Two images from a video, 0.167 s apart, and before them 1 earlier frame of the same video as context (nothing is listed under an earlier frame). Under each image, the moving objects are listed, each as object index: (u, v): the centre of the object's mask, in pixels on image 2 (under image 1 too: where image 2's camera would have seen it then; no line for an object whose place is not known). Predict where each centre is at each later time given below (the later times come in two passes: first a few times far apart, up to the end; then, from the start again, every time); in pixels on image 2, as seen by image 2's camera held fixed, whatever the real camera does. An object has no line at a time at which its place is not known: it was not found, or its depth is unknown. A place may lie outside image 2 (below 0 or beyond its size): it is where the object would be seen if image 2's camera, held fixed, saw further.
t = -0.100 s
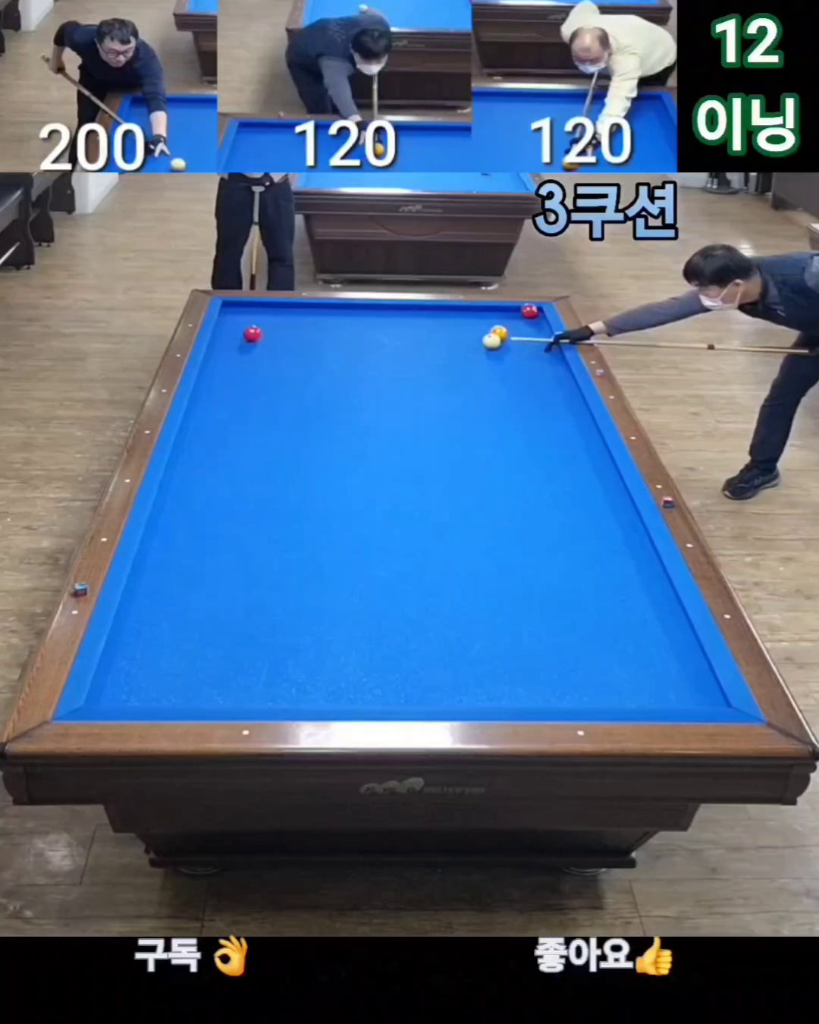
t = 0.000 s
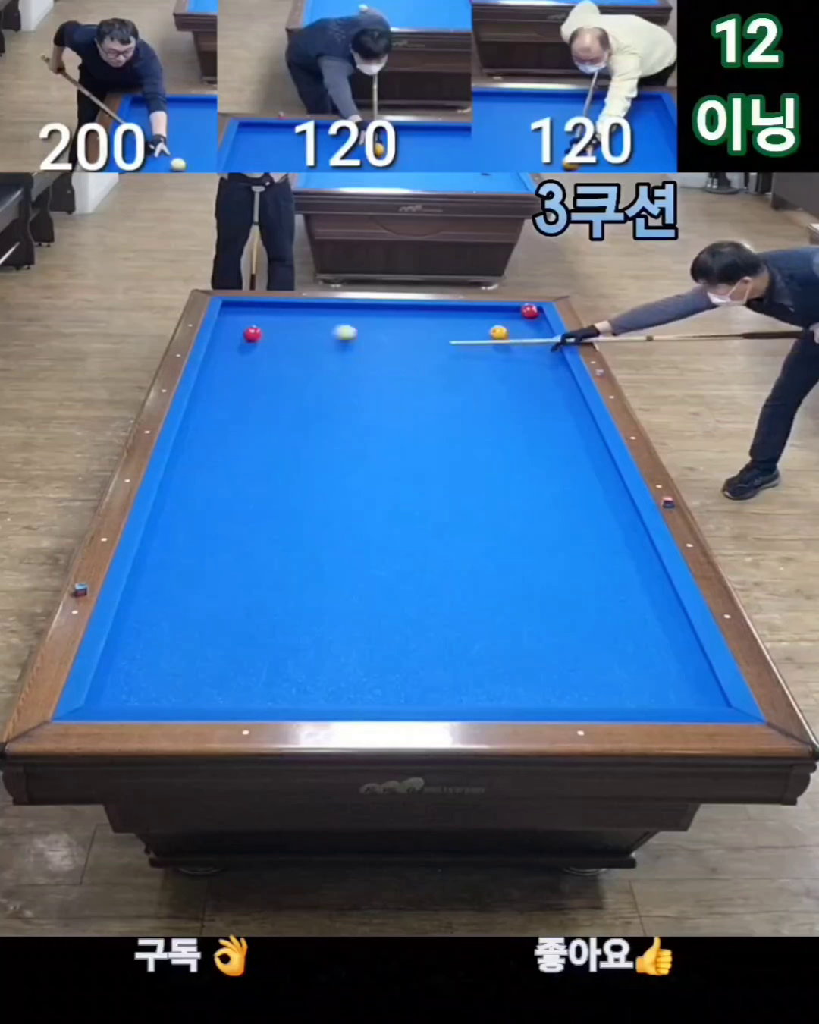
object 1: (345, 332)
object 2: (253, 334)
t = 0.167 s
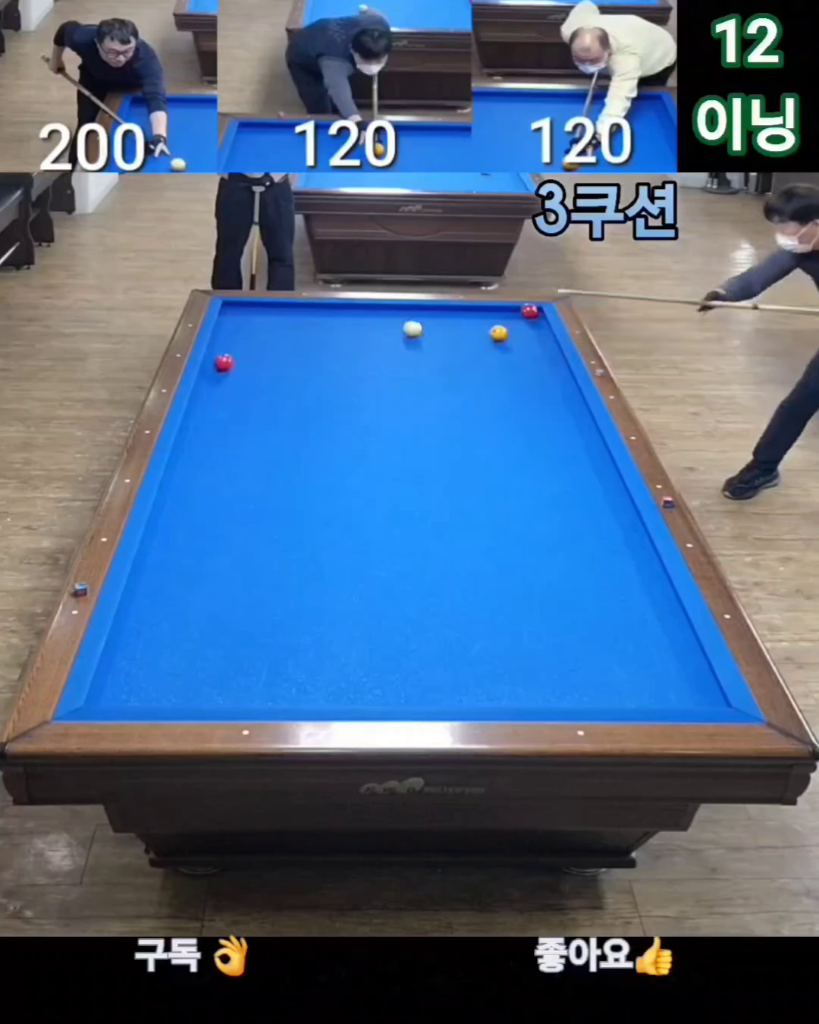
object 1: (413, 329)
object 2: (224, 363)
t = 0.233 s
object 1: (440, 334)
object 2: (227, 367)
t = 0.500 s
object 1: (556, 358)
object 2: (239, 383)
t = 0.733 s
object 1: (509, 385)
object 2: (250, 398)
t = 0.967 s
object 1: (466, 414)
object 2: (262, 413)
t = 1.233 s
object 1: (409, 453)
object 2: (275, 432)
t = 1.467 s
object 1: (352, 491)
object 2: (288, 449)
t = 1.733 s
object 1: (277, 542)
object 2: (303, 468)
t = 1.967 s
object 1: (200, 594)
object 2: (318, 487)
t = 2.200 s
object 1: (122, 653)
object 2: (332, 506)
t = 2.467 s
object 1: (151, 691)
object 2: (350, 528)
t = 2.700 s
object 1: (170, 667)
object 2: (366, 549)
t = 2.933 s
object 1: (188, 645)
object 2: (383, 570)
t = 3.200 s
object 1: (206, 622)
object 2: (403, 595)
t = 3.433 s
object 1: (221, 604)
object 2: (421, 618)
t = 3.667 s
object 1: (234, 587)
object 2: (441, 642)
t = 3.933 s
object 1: (249, 569)
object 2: (464, 667)
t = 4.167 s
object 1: (261, 555)
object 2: (485, 691)
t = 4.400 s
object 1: (271, 542)
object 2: (499, 692)
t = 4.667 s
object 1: (282, 528)
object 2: (508, 677)
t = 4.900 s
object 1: (291, 518)
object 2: (516, 666)
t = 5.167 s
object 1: (301, 506)
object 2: (524, 655)
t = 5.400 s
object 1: (309, 497)
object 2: (530, 645)
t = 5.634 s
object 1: (317, 488)
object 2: (536, 637)
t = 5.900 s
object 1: (324, 479)
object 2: (541, 628)
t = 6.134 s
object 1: (331, 472)
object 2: (546, 621)
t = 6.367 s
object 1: (337, 465)
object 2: (550, 615)
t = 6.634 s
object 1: (343, 457)
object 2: (554, 609)
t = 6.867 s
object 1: (349, 452)
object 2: (558, 604)
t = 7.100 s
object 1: (353, 447)
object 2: (561, 600)
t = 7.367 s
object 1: (359, 441)
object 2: (564, 597)
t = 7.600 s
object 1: (363, 437)
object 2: (566, 594)
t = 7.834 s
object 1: (367, 433)
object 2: (568, 592)
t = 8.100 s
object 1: (370, 429)
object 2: (570, 590)
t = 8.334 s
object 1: (373, 426)
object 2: (571, 589)
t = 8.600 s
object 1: (376, 422)
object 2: (571, 589)
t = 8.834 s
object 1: (378, 420)
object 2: (571, 588)
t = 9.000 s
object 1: (379, 418)
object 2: (571, 588)
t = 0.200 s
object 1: (426, 331)
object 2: (226, 365)
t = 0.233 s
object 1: (440, 334)
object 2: (227, 367)
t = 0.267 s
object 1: (454, 337)
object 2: (229, 369)
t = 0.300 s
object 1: (468, 340)
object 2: (230, 371)
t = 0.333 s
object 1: (483, 343)
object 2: (231, 373)
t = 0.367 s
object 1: (497, 346)
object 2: (233, 375)
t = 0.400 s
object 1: (512, 349)
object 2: (234, 377)
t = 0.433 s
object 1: (526, 352)
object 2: (236, 379)
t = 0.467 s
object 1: (541, 355)
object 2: (238, 381)
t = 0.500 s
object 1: (556, 358)
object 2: (239, 383)
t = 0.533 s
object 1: (551, 362)
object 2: (241, 385)
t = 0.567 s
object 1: (543, 366)
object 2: (243, 387)
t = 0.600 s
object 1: (535, 369)
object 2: (244, 389)
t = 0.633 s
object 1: (528, 373)
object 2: (246, 391)
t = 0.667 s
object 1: (521, 377)
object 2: (247, 394)
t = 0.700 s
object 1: (515, 381)
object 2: (249, 396)
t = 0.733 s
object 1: (509, 385)
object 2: (250, 398)
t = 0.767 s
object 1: (503, 389)
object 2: (252, 400)
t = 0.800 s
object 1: (497, 393)
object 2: (254, 402)
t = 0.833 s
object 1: (491, 397)
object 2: (255, 404)
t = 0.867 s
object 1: (485, 401)
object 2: (257, 407)
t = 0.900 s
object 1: (479, 405)
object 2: (258, 409)
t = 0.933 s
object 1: (472, 410)
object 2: (260, 411)
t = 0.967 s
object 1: (466, 414)
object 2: (262, 413)
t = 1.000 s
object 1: (459, 418)
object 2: (264, 416)
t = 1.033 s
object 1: (452, 423)
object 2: (265, 418)
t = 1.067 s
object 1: (445, 428)
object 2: (267, 420)
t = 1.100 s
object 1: (438, 432)
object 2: (269, 423)
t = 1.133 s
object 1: (431, 437)
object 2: (270, 425)
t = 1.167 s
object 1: (424, 442)
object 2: (272, 427)
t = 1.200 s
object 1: (416, 447)
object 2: (274, 430)
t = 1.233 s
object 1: (409, 453)
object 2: (275, 432)
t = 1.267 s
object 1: (401, 458)
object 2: (277, 434)
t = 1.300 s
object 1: (393, 463)
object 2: (279, 436)
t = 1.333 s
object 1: (385, 468)
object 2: (281, 439)
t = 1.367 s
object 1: (377, 474)
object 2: (283, 441)
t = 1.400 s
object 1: (369, 479)
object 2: (285, 443)
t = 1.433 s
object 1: (361, 485)
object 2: (287, 446)
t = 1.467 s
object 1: (352, 491)
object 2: (288, 449)
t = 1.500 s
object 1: (343, 497)
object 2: (290, 451)
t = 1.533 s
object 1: (334, 503)
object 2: (292, 454)
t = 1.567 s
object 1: (325, 509)
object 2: (294, 456)
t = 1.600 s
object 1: (316, 515)
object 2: (296, 458)
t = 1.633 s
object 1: (306, 522)
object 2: (298, 461)
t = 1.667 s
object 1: (297, 528)
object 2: (300, 463)
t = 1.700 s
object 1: (287, 535)
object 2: (302, 466)
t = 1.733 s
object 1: (277, 542)
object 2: (303, 468)
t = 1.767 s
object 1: (267, 549)
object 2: (305, 471)
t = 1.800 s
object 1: (257, 556)
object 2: (308, 473)
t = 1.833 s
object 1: (246, 563)
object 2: (309, 476)
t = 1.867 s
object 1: (235, 570)
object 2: (312, 478)
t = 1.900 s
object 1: (224, 578)
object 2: (313, 481)
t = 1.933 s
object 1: (212, 586)
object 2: (316, 484)
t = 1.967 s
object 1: (200, 594)
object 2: (318, 487)
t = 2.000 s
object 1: (189, 602)
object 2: (320, 489)
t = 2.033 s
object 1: (177, 610)
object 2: (322, 492)
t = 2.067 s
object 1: (164, 618)
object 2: (324, 494)
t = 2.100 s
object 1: (151, 627)
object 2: (326, 497)
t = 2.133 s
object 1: (138, 636)
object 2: (328, 500)
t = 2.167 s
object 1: (125, 645)
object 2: (330, 503)
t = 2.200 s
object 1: (122, 653)
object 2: (332, 506)
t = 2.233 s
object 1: (128, 659)
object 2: (334, 508)
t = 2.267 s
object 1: (133, 666)
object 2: (336, 511)
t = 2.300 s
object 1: (136, 673)
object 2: (339, 514)
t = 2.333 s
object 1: (139, 680)
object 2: (341, 517)
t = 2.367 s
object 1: (142, 688)
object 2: (343, 520)
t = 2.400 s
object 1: (145, 693)
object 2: (345, 522)
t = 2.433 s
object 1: (148, 695)
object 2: (348, 525)
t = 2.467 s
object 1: (151, 691)
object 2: (350, 528)
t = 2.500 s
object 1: (154, 688)
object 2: (352, 531)
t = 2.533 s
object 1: (157, 685)
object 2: (355, 534)
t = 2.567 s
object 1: (160, 681)
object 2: (357, 537)
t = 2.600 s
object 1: (162, 677)
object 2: (359, 539)
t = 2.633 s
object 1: (165, 674)
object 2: (361, 543)
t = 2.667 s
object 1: (168, 671)
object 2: (363, 545)
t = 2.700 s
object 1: (170, 667)
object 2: (366, 549)
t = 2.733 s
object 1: (173, 664)
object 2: (368, 551)
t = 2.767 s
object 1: (175, 661)
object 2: (371, 554)
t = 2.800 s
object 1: (178, 658)
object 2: (373, 558)
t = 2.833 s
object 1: (180, 654)
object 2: (375, 561)
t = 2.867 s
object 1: (183, 651)
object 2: (378, 564)
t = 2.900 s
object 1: (185, 648)
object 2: (380, 567)
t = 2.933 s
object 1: (188, 645)
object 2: (383, 570)
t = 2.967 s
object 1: (190, 642)
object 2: (385, 573)
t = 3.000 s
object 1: (192, 639)
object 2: (388, 576)
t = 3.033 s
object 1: (195, 636)
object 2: (390, 579)
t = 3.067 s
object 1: (197, 633)
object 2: (393, 582)
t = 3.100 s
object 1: (200, 630)
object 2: (395, 585)
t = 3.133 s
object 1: (202, 628)
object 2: (398, 588)
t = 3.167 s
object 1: (204, 625)
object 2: (400, 592)
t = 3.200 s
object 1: (206, 622)
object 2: (403, 595)
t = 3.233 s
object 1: (208, 619)
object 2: (405, 598)
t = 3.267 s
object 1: (211, 616)
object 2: (408, 601)
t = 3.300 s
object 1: (213, 614)
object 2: (411, 604)
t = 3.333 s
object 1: (215, 611)
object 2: (413, 608)
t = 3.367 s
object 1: (217, 609)
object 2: (416, 611)
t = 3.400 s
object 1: (219, 606)
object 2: (419, 614)
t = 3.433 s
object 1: (221, 604)
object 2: (421, 618)
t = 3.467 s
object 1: (223, 601)
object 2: (424, 621)
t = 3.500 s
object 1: (225, 599)
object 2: (427, 625)
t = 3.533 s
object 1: (227, 596)
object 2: (430, 628)
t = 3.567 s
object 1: (229, 594)
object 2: (432, 632)
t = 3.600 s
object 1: (231, 592)
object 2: (435, 635)
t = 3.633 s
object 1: (232, 589)
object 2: (438, 638)
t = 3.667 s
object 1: (234, 587)
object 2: (441, 642)
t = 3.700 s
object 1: (236, 585)
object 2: (444, 645)
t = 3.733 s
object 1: (238, 582)
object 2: (446, 648)
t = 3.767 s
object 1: (240, 580)
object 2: (449, 653)
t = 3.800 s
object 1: (242, 578)
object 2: (452, 656)
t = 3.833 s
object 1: (244, 576)
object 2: (455, 659)
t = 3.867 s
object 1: (245, 573)
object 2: (458, 663)
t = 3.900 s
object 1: (247, 571)
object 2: (461, 665)
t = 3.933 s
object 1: (249, 569)
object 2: (464, 667)
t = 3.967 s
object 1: (251, 567)
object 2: (467, 671)
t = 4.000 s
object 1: (252, 565)
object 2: (470, 673)
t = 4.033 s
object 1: (254, 563)
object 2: (473, 676)
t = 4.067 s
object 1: (256, 561)
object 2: (476, 680)
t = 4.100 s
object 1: (257, 559)
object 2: (479, 684)
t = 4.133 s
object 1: (259, 557)
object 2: (482, 688)
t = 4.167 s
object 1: (261, 555)
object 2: (485, 691)
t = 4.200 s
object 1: (262, 553)
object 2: (488, 693)
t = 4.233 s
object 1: (264, 551)
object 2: (491, 695)
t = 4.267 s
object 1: (265, 549)
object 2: (494, 696)
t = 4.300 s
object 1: (267, 547)
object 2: (495, 695)
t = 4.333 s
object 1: (268, 545)
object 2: (496, 693)
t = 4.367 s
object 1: (269, 544)
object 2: (497, 693)
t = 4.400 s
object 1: (271, 542)
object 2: (499, 692)
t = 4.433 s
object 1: (272, 540)
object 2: (500, 691)
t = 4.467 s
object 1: (274, 538)
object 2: (501, 689)
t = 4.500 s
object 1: (275, 537)
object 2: (503, 686)
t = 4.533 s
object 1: (277, 535)
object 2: (504, 685)
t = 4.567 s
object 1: (279, 533)
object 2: (505, 683)
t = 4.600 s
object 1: (280, 531)
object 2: (506, 681)
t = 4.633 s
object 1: (281, 530)
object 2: (507, 679)
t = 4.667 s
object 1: (282, 528)
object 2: (508, 677)
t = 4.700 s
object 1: (284, 527)
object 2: (509, 676)
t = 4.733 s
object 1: (285, 525)
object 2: (511, 674)
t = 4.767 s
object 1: (287, 524)
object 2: (512, 672)
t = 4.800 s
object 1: (288, 522)
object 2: (513, 671)
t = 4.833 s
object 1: (289, 520)
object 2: (514, 669)
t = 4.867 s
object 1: (290, 519)
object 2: (515, 667)
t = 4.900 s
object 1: (291, 518)
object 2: (516, 666)
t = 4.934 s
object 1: (293, 516)
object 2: (517, 664)
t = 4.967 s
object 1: (294, 514)
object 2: (518, 663)
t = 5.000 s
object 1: (295, 513)
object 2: (519, 661)
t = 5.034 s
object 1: (296, 512)
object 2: (520, 660)
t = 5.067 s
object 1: (297, 510)
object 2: (521, 659)
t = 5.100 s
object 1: (299, 509)
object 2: (522, 657)
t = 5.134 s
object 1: (300, 507)
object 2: (523, 656)
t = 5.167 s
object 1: (301, 506)
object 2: (524, 655)
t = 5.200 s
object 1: (302, 505)
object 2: (525, 653)
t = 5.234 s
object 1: (303, 503)
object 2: (526, 652)
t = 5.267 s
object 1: (305, 502)
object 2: (527, 651)
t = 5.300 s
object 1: (306, 500)
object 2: (527, 649)
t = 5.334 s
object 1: (307, 499)
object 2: (528, 648)
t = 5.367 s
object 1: (308, 498)
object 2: (529, 646)
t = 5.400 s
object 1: (309, 497)
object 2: (530, 645)
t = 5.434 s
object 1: (310, 495)
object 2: (531, 644)
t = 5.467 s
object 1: (311, 494)
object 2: (531, 643)
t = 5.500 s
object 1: (312, 493)
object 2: (532, 642)
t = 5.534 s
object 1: (313, 492)
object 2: (533, 640)
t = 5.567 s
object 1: (314, 490)
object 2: (534, 639)
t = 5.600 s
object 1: (315, 489)
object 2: (535, 638)
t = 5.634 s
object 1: (317, 488)
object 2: (536, 637)
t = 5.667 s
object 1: (318, 487)
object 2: (536, 635)
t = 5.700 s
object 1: (319, 486)
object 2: (537, 634)
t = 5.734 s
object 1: (319, 485)
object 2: (538, 633)
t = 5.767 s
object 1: (320, 484)
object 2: (538, 632)
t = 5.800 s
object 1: (322, 482)
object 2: (539, 631)
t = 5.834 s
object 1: (323, 481)
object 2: (540, 630)
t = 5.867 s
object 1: (324, 480)
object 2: (541, 629)
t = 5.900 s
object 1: (324, 479)
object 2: (541, 628)
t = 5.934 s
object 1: (325, 478)
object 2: (542, 627)
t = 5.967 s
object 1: (326, 477)
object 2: (543, 626)
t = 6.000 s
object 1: (327, 476)
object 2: (543, 625)
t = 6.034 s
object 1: (328, 475)
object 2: (544, 624)
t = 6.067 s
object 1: (329, 474)
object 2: (545, 623)
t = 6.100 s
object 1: (330, 473)
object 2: (545, 622)
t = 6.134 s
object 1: (331, 472)
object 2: (546, 621)
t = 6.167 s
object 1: (332, 471)
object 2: (546, 620)
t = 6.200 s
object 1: (333, 470)
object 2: (547, 619)
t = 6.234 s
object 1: (333, 469)
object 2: (548, 618)
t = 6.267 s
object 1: (334, 468)
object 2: (548, 617)
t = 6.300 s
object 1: (335, 467)
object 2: (549, 617)
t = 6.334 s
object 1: (336, 466)
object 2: (550, 616)
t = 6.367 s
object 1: (337, 465)
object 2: (550, 615)
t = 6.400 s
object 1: (338, 464)
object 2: (551, 614)
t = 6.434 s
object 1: (339, 463)
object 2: (551, 613)
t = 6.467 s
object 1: (340, 462)
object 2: (552, 613)
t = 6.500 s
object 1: (340, 461)
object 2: (552, 612)
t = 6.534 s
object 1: (341, 460)
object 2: (553, 611)
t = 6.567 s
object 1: (342, 459)
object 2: (553, 610)
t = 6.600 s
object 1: (343, 458)
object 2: (554, 610)
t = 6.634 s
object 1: (343, 457)
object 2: (554, 609)
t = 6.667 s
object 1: (344, 457)
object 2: (555, 608)
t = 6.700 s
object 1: (345, 456)
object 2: (555, 608)
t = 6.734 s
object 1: (346, 455)
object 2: (556, 607)
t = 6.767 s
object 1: (347, 454)
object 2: (556, 606)
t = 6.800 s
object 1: (347, 453)
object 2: (557, 606)
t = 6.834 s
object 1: (348, 453)
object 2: (557, 605)
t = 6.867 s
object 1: (349, 452)
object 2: (558, 604)
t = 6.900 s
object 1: (349, 451)
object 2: (558, 604)
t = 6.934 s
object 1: (350, 450)
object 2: (558, 603)
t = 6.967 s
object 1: (351, 450)
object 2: (559, 602)
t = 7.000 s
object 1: (351, 449)
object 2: (559, 602)
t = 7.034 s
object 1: (352, 448)
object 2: (560, 601)
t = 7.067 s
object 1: (353, 447)
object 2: (560, 601)
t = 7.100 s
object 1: (353, 447)
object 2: (561, 600)
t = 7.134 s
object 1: (354, 446)
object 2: (561, 600)
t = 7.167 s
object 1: (355, 445)
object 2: (561, 599)
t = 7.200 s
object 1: (355, 445)
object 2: (562, 599)
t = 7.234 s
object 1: (356, 444)
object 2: (562, 598)
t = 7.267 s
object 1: (357, 443)
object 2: (563, 598)
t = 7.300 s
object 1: (357, 443)
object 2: (563, 598)
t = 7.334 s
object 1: (358, 442)
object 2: (564, 597)
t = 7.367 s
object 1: (359, 441)
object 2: (564, 597)
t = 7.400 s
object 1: (359, 440)
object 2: (564, 597)
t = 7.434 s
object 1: (360, 440)
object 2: (564, 596)
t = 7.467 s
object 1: (360, 439)
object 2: (565, 596)
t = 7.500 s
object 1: (361, 439)
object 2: (565, 595)
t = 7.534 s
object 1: (362, 438)
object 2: (565, 595)
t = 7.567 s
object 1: (362, 438)
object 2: (565, 594)
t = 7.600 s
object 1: (363, 437)
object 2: (566, 594)
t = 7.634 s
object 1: (363, 436)
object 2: (566, 594)
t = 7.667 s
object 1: (364, 436)
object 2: (567, 594)
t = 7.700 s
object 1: (364, 435)
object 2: (567, 593)
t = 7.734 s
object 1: (365, 434)
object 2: (567, 593)
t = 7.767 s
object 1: (366, 434)
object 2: (567, 592)
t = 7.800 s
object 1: (366, 433)
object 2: (567, 592)
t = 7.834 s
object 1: (367, 433)
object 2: (568, 592)
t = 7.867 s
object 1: (367, 432)
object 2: (568, 591)
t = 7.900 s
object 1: (368, 432)
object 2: (568, 591)
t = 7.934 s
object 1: (368, 431)
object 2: (569, 591)
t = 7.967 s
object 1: (368, 431)
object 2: (569, 590)
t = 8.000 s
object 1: (369, 430)
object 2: (569, 590)
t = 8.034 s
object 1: (369, 430)
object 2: (569, 590)
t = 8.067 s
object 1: (370, 429)
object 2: (570, 590)
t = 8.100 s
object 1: (370, 429)
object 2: (570, 590)
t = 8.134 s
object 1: (371, 429)
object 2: (570, 590)
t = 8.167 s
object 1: (371, 428)
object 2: (570, 590)
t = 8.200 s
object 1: (372, 428)
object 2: (571, 590)
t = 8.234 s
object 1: (372, 427)
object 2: (571, 590)
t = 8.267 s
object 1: (372, 427)
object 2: (571, 589)
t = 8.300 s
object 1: (373, 426)
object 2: (571, 589)
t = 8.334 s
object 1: (373, 426)
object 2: (571, 589)
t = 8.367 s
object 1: (373, 425)
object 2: (571, 589)
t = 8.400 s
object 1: (374, 425)
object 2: (571, 589)
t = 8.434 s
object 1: (374, 425)
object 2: (571, 589)
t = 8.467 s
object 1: (374, 424)
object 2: (571, 589)
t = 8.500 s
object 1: (375, 424)
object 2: (571, 589)
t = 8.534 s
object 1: (375, 423)
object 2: (571, 588)
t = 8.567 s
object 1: (375, 423)
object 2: (571, 589)
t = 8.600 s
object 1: (376, 422)
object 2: (571, 589)
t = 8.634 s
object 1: (376, 422)
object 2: (571, 588)
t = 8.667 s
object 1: (376, 422)
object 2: (571, 588)
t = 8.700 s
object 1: (376, 421)
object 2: (571, 588)
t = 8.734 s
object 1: (377, 421)
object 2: (571, 588)
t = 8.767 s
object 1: (377, 421)
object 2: (571, 588)
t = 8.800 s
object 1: (377, 420)
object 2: (571, 588)
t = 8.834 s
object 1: (378, 420)
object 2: (571, 588)
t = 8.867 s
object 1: (378, 419)
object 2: (571, 588)
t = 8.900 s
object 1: (378, 419)
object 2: (571, 588)
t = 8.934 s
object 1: (378, 419)
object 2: (571, 588)
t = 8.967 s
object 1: (379, 419)
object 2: (571, 588)
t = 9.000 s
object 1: (379, 418)
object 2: (571, 588)
